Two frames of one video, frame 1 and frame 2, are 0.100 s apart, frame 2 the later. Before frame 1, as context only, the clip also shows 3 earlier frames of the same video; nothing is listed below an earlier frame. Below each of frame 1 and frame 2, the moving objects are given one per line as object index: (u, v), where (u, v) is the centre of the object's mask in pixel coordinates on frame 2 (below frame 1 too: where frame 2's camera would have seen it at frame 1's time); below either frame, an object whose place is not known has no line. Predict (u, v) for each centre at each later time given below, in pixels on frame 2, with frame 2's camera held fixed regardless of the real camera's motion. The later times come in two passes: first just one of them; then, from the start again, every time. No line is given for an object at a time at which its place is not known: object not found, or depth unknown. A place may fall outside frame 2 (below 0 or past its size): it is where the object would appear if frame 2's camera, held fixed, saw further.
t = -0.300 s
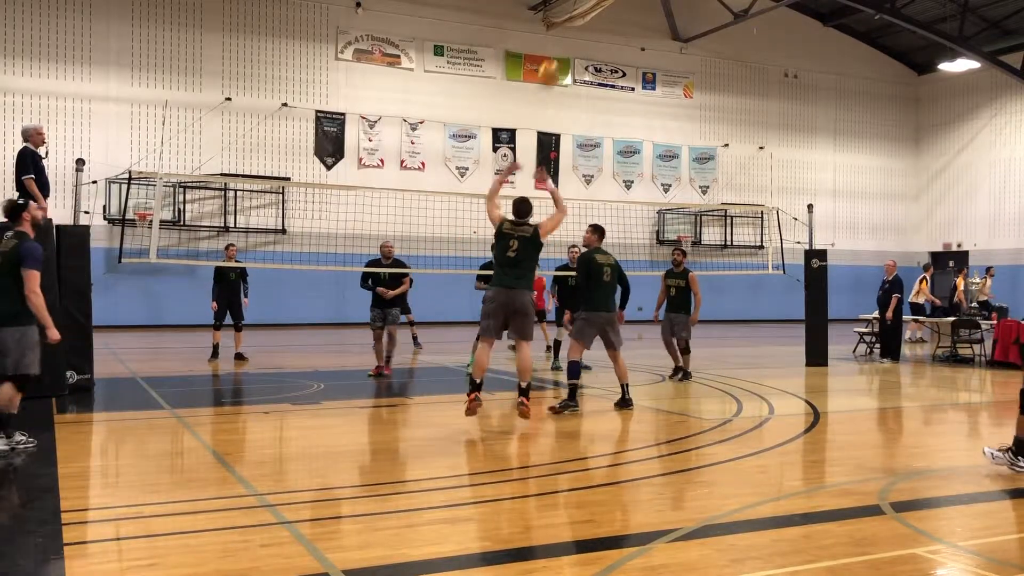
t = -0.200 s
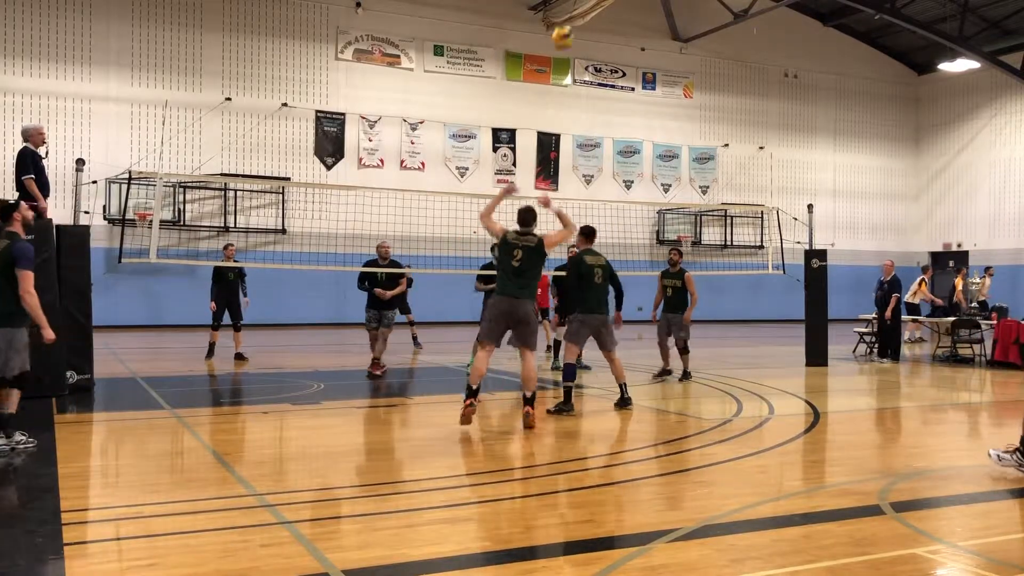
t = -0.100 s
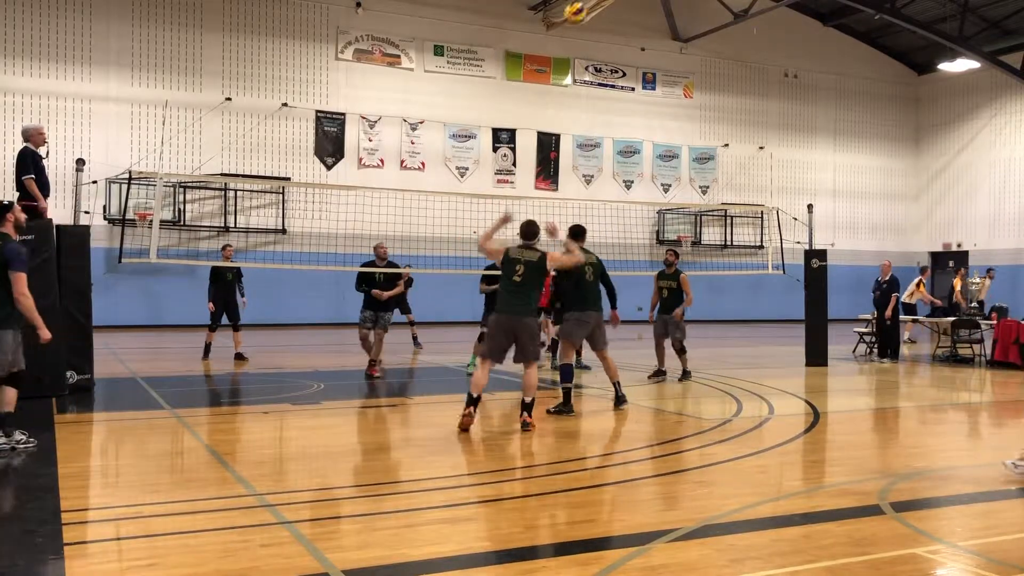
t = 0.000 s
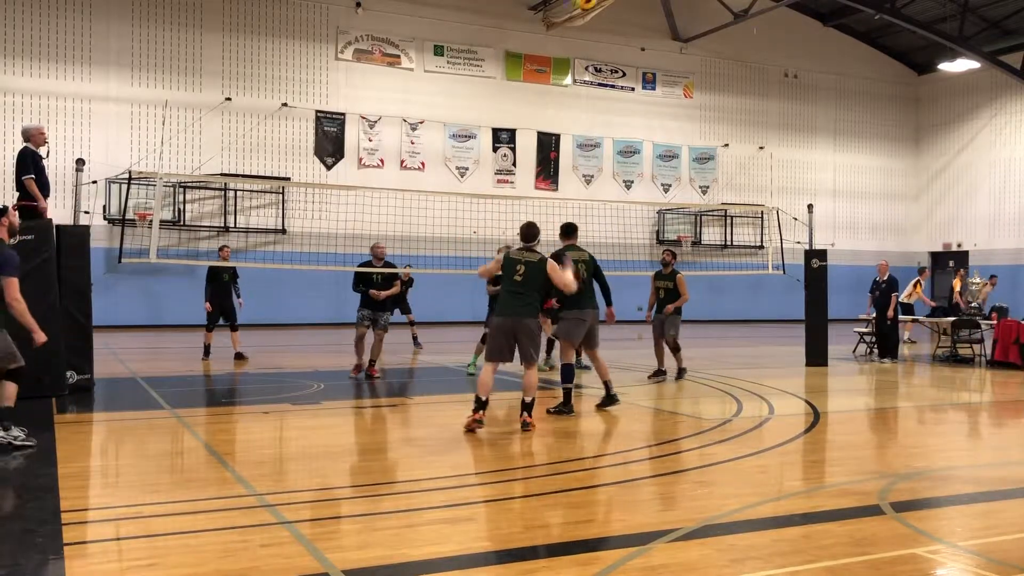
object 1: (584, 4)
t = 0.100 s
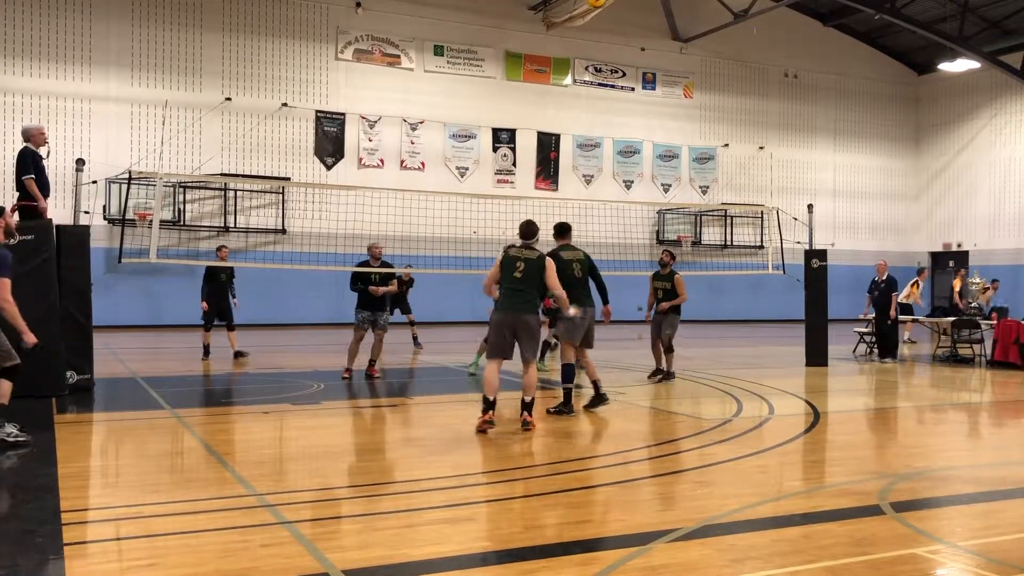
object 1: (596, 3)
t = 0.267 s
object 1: (610, 12)
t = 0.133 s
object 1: (599, 4)
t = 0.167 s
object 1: (602, 4)
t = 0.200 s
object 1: (604, 6)
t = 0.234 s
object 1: (607, 8)
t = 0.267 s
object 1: (610, 12)
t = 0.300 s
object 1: (613, 18)
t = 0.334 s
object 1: (616, 23)
